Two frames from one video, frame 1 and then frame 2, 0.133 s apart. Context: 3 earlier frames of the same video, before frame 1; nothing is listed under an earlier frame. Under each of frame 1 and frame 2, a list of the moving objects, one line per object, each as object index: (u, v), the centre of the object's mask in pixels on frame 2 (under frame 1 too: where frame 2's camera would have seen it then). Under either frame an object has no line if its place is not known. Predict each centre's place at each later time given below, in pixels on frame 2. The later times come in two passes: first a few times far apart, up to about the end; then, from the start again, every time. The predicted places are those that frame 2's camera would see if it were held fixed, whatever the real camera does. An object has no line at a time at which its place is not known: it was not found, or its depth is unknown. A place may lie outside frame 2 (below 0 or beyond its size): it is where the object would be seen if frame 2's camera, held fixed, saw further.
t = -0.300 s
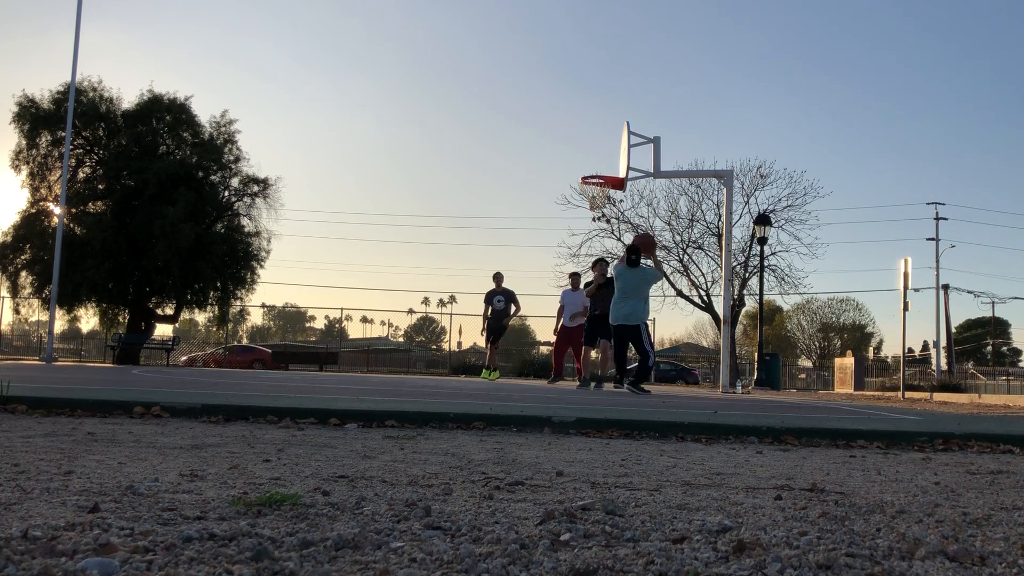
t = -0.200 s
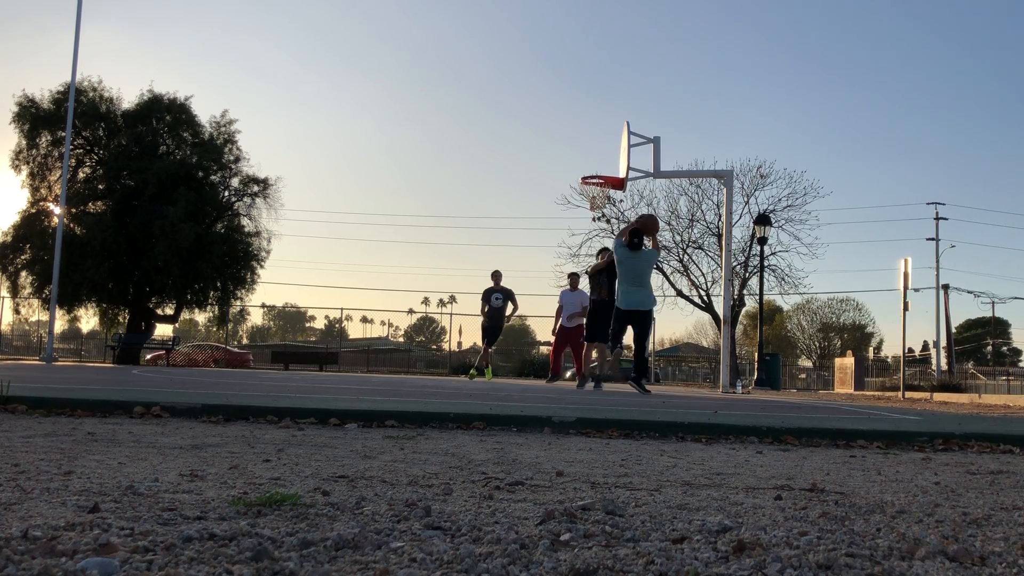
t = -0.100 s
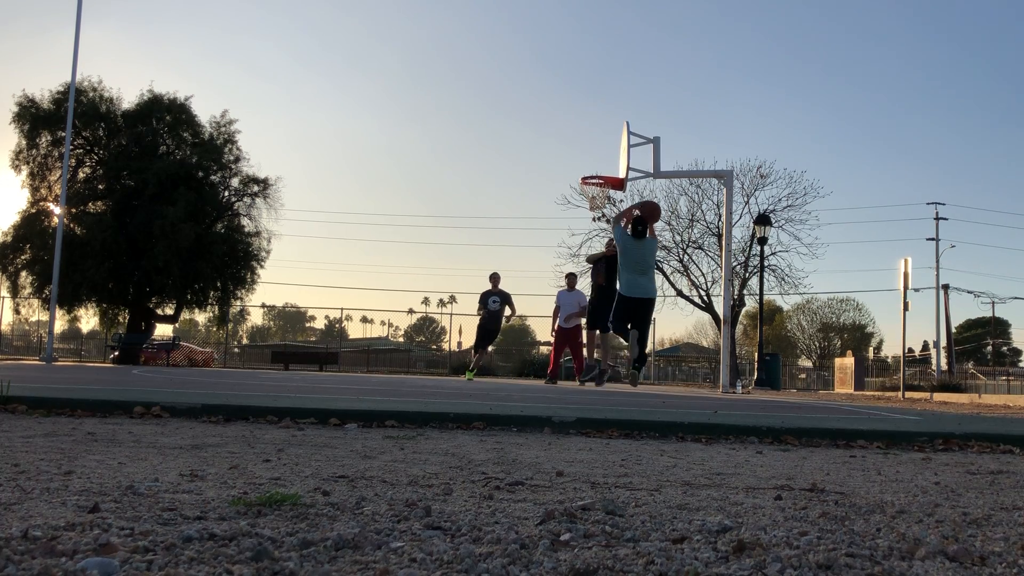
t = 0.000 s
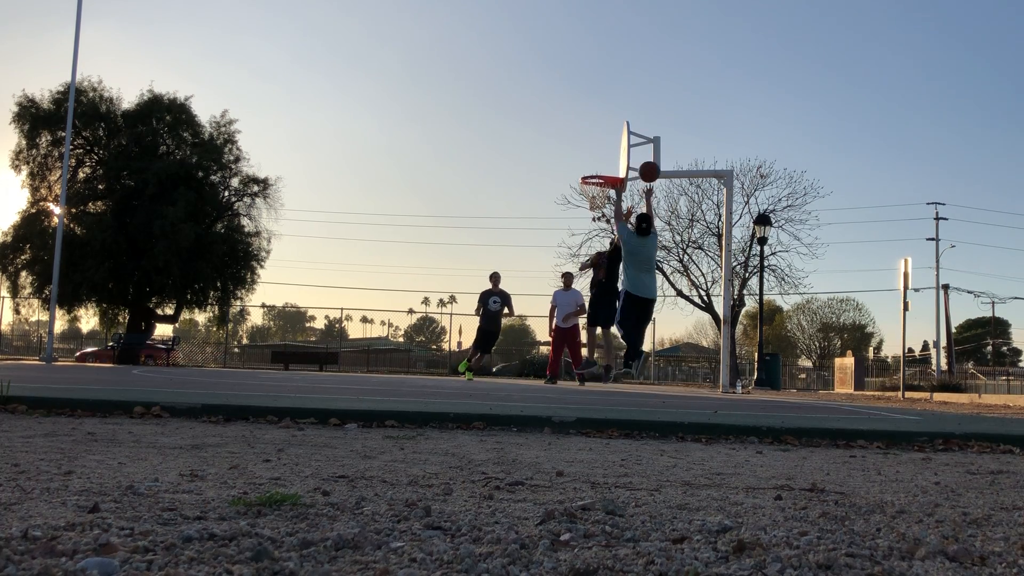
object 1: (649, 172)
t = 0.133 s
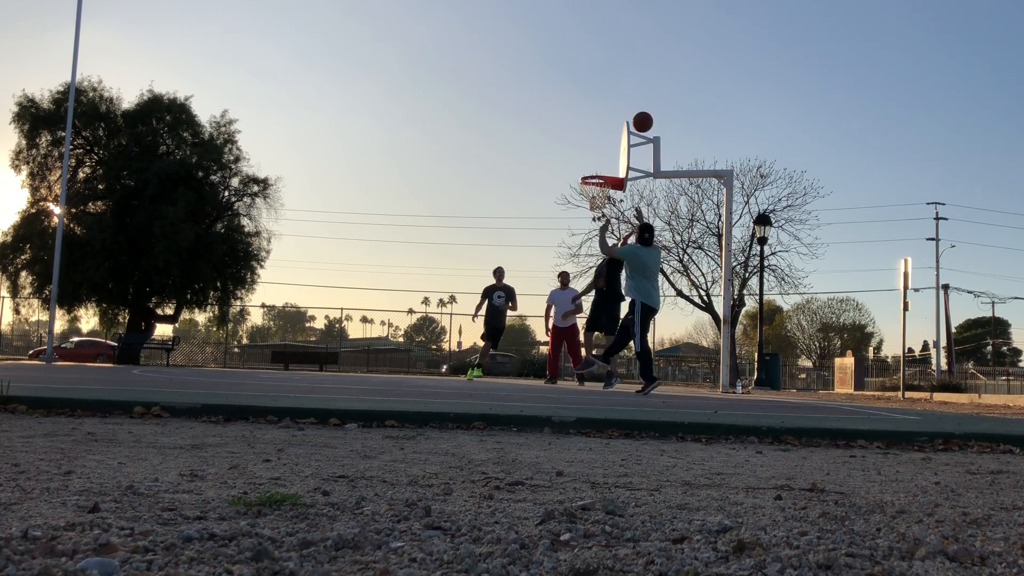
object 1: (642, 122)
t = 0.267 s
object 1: (636, 91)
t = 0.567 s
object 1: (622, 78)
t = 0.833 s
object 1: (610, 120)
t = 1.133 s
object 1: (584, 165)
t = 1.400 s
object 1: (533, 162)
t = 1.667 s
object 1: (476, 212)
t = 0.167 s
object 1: (641, 113)
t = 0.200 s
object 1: (639, 104)
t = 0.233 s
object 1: (638, 97)
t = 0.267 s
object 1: (636, 91)
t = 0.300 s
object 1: (635, 86)
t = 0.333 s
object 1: (633, 82)
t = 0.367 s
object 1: (631, 79)
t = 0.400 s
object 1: (630, 77)
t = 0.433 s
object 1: (628, 75)
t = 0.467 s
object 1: (627, 75)
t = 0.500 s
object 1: (625, 75)
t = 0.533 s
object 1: (624, 76)
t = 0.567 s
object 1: (622, 78)
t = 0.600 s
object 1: (621, 81)
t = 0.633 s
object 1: (619, 84)
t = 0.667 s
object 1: (618, 89)
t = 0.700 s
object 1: (616, 94)
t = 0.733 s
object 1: (615, 99)
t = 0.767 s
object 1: (613, 105)
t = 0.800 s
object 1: (612, 112)
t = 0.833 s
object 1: (610, 120)
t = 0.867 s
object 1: (609, 128)
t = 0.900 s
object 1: (607, 137)
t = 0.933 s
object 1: (606, 146)
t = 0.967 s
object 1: (604, 156)
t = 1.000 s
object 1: (603, 167)
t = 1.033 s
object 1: (602, 176)
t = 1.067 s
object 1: (596, 172)
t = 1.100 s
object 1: (590, 169)
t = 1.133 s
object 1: (584, 165)
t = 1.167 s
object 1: (578, 162)
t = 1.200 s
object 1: (572, 160)
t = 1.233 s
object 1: (566, 158)
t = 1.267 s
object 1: (560, 157)
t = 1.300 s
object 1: (553, 157)
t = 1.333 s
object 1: (547, 158)
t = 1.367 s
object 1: (540, 160)
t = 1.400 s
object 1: (533, 162)
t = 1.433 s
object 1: (526, 165)
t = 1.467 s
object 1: (519, 169)
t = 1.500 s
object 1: (512, 174)
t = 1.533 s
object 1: (505, 180)
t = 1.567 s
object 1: (498, 187)
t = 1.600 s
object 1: (491, 194)
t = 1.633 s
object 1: (483, 203)
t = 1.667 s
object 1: (476, 212)
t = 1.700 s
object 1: (468, 222)
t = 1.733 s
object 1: (460, 234)
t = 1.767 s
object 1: (452, 246)
